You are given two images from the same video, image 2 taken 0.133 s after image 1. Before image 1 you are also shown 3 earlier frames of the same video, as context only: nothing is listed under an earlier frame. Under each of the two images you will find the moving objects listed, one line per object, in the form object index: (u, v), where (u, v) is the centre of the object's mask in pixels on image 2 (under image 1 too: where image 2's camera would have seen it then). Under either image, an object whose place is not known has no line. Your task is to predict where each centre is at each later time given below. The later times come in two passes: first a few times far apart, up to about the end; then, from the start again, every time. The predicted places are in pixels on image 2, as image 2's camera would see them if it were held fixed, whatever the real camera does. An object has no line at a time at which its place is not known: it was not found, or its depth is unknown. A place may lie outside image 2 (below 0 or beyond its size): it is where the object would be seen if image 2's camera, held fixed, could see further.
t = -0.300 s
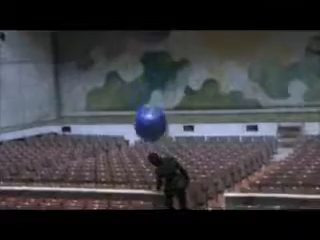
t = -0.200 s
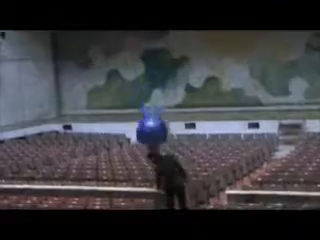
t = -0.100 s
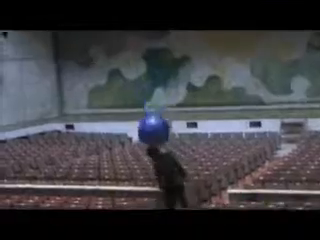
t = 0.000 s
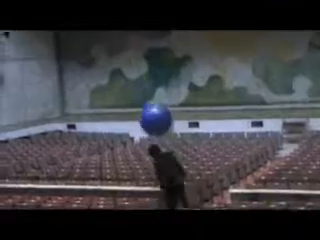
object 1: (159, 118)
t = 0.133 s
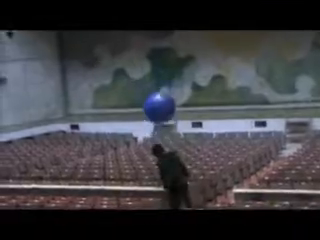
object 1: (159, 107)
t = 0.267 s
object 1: (159, 95)
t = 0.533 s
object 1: (159, 76)
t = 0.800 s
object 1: (163, 65)
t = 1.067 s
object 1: (164, 57)
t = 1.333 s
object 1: (165, 57)
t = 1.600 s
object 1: (167, 60)
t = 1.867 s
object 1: (174, 68)
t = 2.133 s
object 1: (177, 84)
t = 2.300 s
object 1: (179, 96)
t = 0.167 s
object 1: (159, 103)
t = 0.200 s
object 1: (159, 101)
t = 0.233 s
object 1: (159, 99)
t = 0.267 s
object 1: (159, 95)
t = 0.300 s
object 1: (159, 93)
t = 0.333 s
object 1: (159, 91)
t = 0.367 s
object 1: (159, 88)
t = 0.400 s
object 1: (159, 85)
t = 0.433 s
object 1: (159, 83)
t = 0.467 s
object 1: (159, 80)
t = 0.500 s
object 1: (159, 78)
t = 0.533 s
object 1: (159, 76)
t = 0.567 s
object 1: (160, 74)
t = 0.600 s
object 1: (160, 72)
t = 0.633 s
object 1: (161, 71)
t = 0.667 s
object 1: (161, 70)
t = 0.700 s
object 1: (162, 68)
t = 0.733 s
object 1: (162, 67)
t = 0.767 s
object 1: (162, 66)
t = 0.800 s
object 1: (163, 65)
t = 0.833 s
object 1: (162, 65)
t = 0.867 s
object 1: (162, 64)
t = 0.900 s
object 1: (162, 64)
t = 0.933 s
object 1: (163, 63)
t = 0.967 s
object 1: (163, 63)
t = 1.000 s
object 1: (163, 59)
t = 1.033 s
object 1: (164, 58)
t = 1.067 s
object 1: (164, 57)
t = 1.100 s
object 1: (164, 57)
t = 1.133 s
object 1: (165, 57)
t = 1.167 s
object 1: (165, 57)
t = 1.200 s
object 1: (165, 57)
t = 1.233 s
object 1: (165, 57)
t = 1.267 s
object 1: (165, 57)
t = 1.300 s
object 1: (165, 57)
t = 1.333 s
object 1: (165, 57)
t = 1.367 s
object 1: (166, 57)
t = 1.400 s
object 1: (166, 57)
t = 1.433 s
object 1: (166, 57)
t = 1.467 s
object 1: (166, 62)
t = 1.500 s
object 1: (166, 58)
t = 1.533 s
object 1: (167, 58)
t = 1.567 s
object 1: (167, 59)
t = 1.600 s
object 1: (167, 60)
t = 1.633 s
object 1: (168, 61)
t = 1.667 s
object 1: (169, 63)
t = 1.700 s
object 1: (169, 63)
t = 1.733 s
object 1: (170, 64)
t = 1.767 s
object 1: (171, 66)
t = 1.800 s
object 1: (172, 67)
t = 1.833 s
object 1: (174, 67)
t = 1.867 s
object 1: (174, 68)
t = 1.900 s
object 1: (175, 70)
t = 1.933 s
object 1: (175, 72)
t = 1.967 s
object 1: (176, 74)
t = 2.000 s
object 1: (176, 75)
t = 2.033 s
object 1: (176, 78)
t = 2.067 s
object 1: (177, 80)
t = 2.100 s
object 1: (177, 82)
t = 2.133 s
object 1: (177, 84)
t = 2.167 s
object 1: (178, 87)
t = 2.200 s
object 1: (178, 89)
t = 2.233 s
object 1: (178, 91)
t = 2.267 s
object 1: (178, 93)
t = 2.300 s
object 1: (179, 96)
